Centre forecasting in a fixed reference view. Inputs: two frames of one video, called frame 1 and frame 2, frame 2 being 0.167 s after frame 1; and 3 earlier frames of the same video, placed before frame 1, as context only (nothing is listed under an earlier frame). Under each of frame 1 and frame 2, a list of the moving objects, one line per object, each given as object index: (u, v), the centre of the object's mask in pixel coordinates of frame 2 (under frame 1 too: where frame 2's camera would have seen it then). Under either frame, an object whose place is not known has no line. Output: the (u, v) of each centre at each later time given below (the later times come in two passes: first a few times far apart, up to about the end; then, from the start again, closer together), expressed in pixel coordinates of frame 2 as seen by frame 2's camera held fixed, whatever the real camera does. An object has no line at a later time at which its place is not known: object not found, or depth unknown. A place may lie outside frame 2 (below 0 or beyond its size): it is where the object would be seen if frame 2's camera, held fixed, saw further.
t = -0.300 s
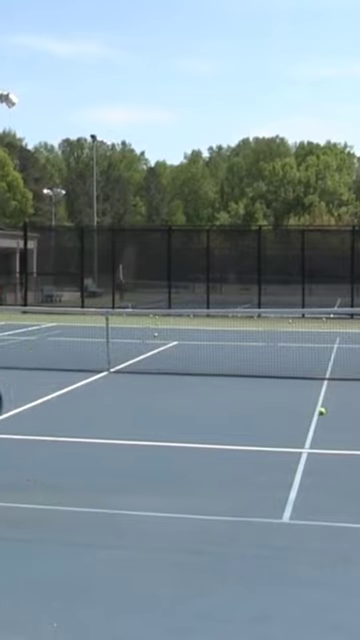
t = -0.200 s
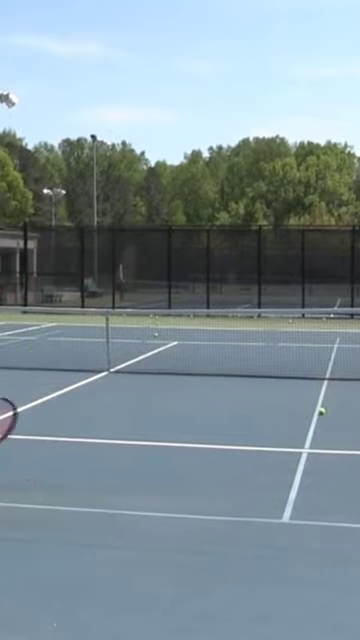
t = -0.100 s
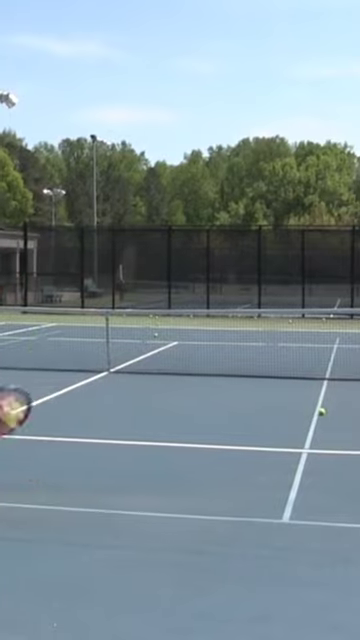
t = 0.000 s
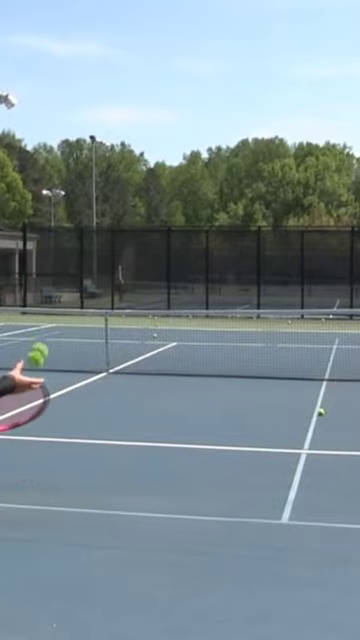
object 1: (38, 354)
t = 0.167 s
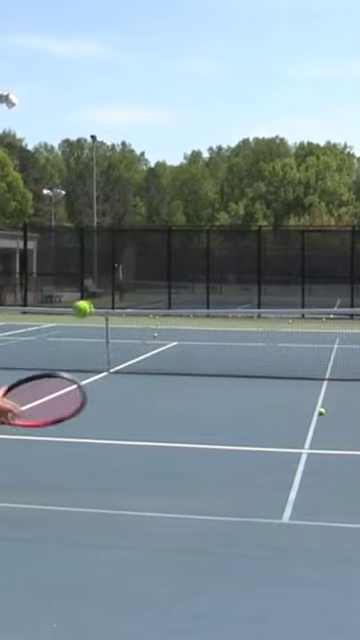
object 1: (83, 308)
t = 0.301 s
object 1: (118, 322)
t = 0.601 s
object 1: (192, 518)
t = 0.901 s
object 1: (248, 530)
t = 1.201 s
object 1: (292, 456)
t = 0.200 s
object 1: (91, 307)
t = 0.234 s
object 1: (100, 310)
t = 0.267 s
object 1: (108, 314)
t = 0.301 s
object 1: (118, 322)
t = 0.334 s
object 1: (126, 333)
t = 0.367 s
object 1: (134, 346)
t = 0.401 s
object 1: (143, 362)
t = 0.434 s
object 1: (152, 382)
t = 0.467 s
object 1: (160, 403)
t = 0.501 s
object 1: (168, 428)
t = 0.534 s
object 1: (176, 456)
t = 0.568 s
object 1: (184, 486)
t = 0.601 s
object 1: (192, 518)
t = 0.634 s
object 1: (200, 554)
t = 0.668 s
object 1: (207, 590)
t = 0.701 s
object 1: (213, 625)
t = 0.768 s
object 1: (227, 628)
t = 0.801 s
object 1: (232, 603)
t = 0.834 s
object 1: (237, 576)
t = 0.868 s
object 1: (243, 552)
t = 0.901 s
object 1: (248, 530)
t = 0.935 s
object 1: (253, 511)
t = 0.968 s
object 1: (257, 495)
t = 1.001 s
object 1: (262, 482)
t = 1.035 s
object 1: (267, 470)
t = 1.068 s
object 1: (272, 462)
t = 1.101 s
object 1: (278, 456)
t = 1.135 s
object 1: (282, 454)
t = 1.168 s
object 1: (287, 454)
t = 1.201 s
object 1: (292, 456)
